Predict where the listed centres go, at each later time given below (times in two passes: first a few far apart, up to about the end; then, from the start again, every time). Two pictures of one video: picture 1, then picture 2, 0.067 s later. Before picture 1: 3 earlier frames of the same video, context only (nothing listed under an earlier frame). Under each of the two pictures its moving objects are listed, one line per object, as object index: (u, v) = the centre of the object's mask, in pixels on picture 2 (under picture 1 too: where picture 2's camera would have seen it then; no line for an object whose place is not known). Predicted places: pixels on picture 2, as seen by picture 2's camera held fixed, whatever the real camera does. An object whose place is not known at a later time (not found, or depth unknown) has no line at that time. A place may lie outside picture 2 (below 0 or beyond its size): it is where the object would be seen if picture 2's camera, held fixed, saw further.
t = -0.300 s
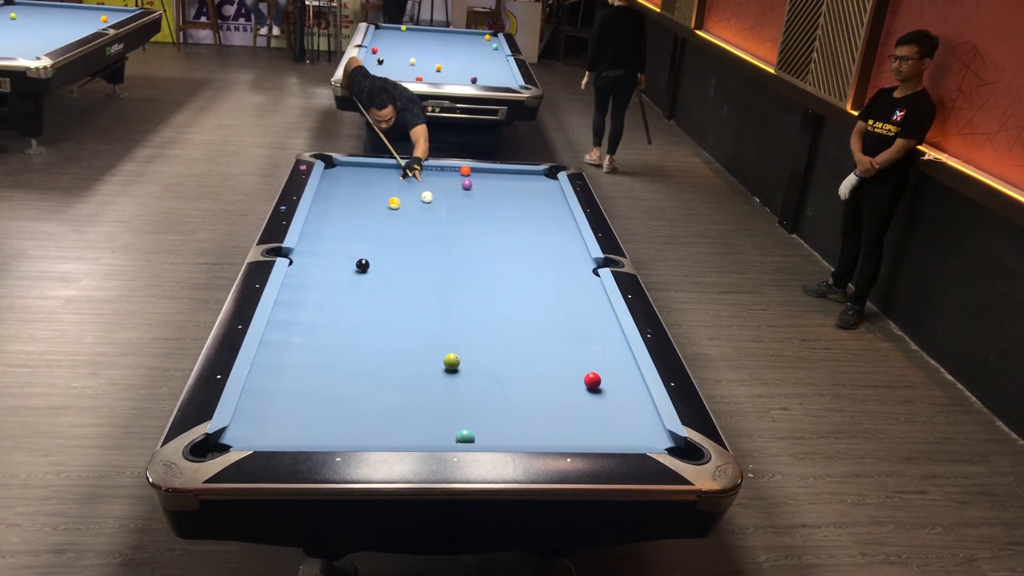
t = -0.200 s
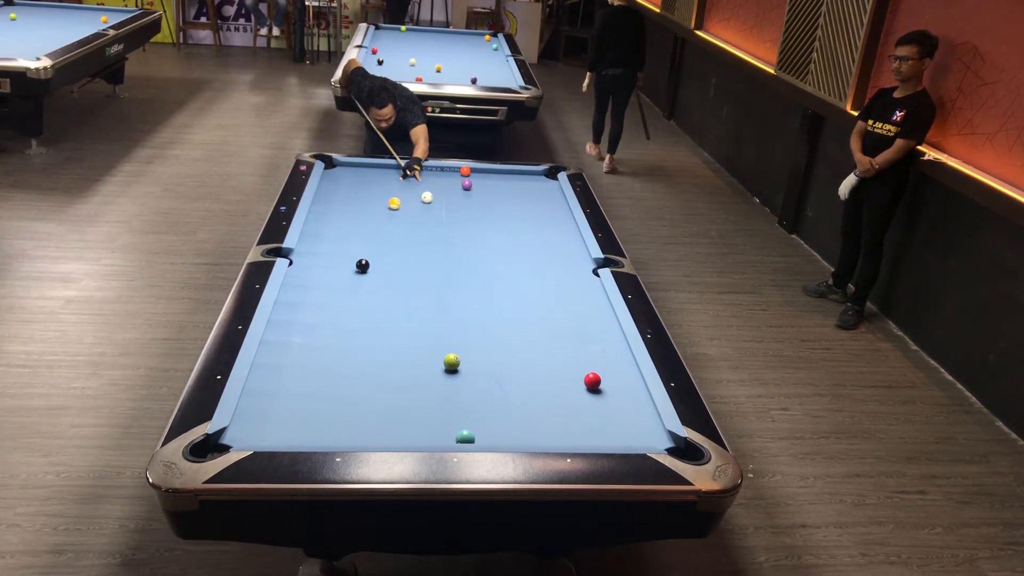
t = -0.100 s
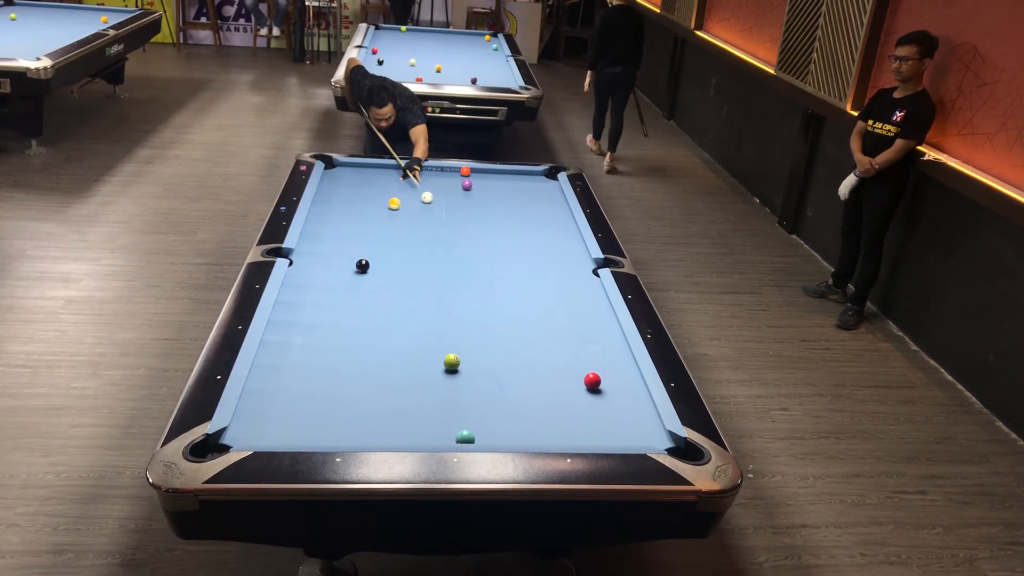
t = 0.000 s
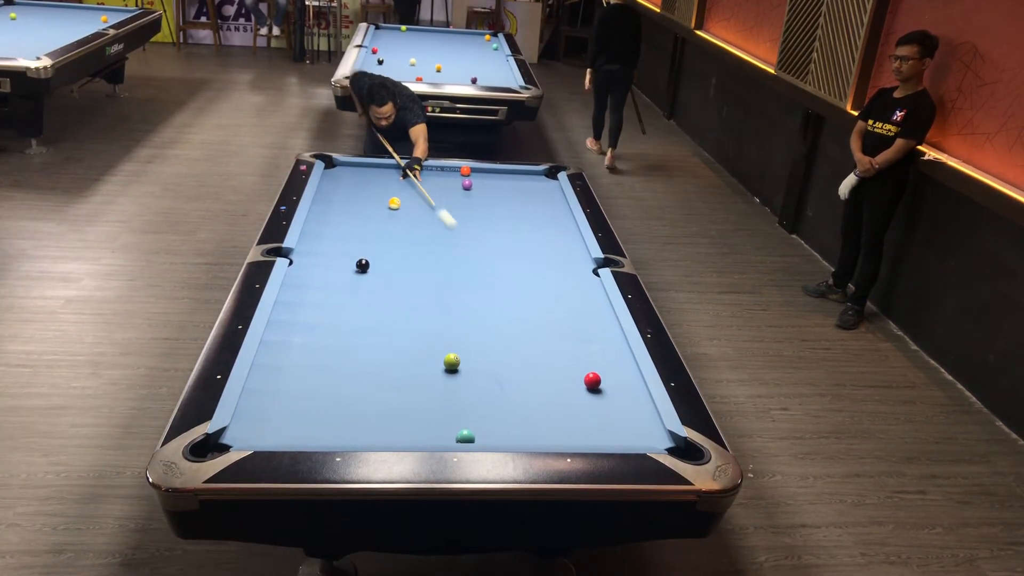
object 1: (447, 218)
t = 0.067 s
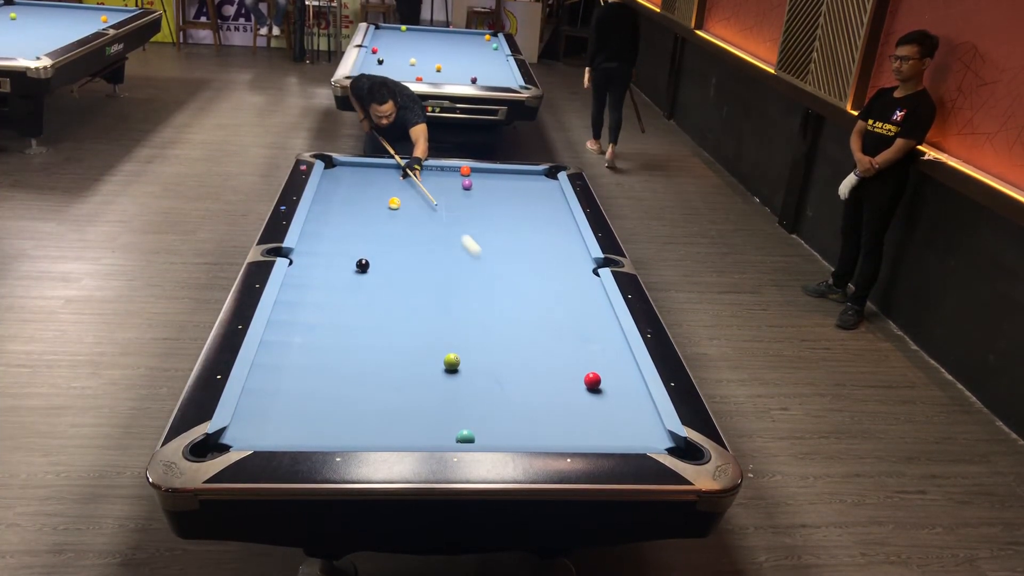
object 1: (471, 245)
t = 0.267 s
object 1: (561, 347)
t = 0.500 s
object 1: (571, 387)
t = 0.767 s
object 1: (578, 433)
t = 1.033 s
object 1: (558, 415)
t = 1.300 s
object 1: (537, 390)
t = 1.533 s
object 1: (521, 370)
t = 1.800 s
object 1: (504, 349)
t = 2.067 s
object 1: (490, 332)
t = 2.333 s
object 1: (476, 316)
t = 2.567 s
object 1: (465, 304)
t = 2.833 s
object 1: (454, 292)
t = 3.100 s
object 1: (444, 281)
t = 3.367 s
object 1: (435, 272)
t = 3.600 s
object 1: (427, 264)
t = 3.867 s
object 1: (420, 256)
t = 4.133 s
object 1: (413, 249)
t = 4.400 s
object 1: (407, 243)
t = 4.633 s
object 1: (401, 238)
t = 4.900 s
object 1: (395, 233)
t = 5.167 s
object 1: (390, 228)
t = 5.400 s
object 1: (385, 225)
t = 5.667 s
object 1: (381, 222)
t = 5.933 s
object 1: (377, 219)
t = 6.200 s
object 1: (374, 217)
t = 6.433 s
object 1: (372, 216)
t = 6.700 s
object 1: (370, 214)
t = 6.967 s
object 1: (368, 214)
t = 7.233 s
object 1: (367, 213)
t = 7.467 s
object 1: (367, 213)
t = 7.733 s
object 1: (367, 213)
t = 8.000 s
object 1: (367, 213)
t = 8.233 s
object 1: (367, 213)
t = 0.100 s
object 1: (484, 260)
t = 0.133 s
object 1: (498, 275)
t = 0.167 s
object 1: (512, 292)
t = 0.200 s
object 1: (527, 309)
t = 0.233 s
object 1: (544, 327)
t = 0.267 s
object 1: (561, 347)
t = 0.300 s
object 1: (578, 366)
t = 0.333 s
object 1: (580, 374)
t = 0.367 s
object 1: (577, 376)
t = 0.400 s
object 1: (575, 378)
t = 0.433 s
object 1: (573, 381)
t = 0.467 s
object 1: (571, 384)
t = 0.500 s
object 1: (571, 387)
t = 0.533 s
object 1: (570, 391)
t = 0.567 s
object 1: (570, 396)
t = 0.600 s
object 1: (570, 401)
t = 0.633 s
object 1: (571, 407)
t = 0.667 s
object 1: (572, 413)
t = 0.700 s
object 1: (574, 420)
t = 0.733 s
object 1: (576, 427)
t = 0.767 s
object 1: (578, 433)
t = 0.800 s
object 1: (579, 437)
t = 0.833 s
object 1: (577, 436)
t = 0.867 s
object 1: (573, 434)
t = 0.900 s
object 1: (570, 429)
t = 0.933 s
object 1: (567, 426)
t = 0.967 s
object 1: (564, 422)
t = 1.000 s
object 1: (561, 419)
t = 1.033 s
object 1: (558, 415)
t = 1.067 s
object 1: (556, 412)
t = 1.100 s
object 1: (553, 408)
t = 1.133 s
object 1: (550, 405)
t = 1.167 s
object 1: (547, 402)
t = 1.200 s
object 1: (545, 399)
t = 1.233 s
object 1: (542, 396)
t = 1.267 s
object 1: (540, 393)
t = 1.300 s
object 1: (537, 390)
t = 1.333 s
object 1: (535, 387)
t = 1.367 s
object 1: (532, 384)
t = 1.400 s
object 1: (530, 381)
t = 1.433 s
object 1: (527, 378)
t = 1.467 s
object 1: (525, 375)
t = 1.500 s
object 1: (523, 372)
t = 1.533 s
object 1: (521, 370)
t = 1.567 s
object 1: (518, 367)
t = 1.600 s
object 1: (516, 364)
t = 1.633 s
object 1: (514, 362)
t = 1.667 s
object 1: (512, 359)
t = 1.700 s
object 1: (510, 357)
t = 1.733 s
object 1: (508, 354)
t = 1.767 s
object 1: (506, 352)
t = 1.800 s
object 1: (504, 349)
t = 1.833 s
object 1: (502, 347)
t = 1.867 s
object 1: (500, 345)
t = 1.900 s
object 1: (499, 343)
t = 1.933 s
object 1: (497, 340)
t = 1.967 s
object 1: (495, 338)
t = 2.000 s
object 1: (493, 336)
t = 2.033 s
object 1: (491, 334)
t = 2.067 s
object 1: (490, 332)
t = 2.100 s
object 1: (488, 330)
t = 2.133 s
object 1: (486, 328)
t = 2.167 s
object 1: (484, 326)
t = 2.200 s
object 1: (483, 324)
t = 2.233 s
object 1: (481, 322)
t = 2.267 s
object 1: (479, 320)
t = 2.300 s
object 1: (478, 318)
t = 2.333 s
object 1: (476, 316)
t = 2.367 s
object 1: (475, 315)
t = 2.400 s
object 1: (473, 313)
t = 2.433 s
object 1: (471, 311)
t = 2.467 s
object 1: (470, 309)
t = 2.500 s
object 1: (468, 308)
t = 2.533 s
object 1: (467, 306)
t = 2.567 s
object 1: (465, 304)
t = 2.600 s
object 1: (464, 303)
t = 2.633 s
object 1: (462, 301)
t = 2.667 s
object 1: (461, 300)
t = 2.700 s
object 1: (460, 298)
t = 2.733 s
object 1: (458, 297)
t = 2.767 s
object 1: (457, 295)
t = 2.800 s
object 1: (455, 294)
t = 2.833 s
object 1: (454, 292)
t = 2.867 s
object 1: (453, 291)
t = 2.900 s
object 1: (451, 289)
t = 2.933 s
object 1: (450, 288)
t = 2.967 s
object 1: (449, 287)
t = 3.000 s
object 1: (448, 285)
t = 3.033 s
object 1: (446, 284)
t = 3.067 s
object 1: (445, 283)
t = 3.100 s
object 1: (444, 281)
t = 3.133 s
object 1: (443, 280)
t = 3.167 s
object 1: (442, 279)
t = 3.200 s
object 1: (440, 278)
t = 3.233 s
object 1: (439, 276)
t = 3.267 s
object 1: (438, 275)
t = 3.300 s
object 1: (437, 274)
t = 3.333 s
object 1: (436, 273)
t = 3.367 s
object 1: (435, 272)
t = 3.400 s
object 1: (434, 270)
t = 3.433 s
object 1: (433, 269)
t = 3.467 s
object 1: (432, 268)
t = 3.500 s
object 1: (431, 267)
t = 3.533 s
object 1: (429, 266)
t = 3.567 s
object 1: (429, 265)
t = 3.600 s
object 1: (427, 264)
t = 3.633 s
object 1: (426, 263)
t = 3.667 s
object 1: (425, 262)
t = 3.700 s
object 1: (425, 261)
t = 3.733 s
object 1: (424, 260)
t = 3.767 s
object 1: (423, 259)
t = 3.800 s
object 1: (422, 258)
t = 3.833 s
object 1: (421, 257)
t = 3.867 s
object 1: (420, 256)
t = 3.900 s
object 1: (419, 255)
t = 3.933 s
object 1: (418, 254)
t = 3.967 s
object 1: (417, 253)
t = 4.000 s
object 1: (416, 252)
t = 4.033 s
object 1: (416, 252)
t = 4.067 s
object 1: (415, 251)
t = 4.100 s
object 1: (414, 250)
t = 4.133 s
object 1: (413, 249)
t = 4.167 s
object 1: (412, 248)
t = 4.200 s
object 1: (411, 247)
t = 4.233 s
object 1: (411, 247)
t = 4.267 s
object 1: (410, 246)
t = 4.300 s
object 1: (409, 245)
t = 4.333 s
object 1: (408, 244)
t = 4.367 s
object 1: (407, 243)
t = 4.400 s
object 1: (407, 243)
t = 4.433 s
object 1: (406, 242)
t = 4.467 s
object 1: (405, 241)
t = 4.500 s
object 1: (404, 240)
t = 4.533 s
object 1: (403, 240)
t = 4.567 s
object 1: (403, 239)
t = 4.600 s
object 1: (402, 238)
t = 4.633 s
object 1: (401, 238)
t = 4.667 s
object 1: (400, 237)
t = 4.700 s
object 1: (400, 236)
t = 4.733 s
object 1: (399, 236)
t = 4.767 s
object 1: (398, 235)
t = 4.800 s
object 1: (397, 235)
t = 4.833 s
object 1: (396, 234)
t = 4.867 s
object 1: (396, 233)
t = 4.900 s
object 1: (395, 233)
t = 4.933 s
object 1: (394, 232)
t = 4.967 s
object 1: (394, 232)
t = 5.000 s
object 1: (393, 231)
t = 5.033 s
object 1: (392, 230)
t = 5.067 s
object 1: (392, 230)
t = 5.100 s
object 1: (391, 230)
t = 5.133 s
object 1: (390, 229)
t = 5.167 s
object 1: (390, 228)
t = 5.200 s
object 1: (389, 228)
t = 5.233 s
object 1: (388, 228)
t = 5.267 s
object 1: (388, 227)
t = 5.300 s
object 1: (387, 227)
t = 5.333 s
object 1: (386, 226)
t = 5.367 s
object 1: (386, 226)
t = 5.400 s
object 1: (385, 225)
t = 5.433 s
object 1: (385, 225)
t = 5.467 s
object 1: (384, 224)
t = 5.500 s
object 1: (384, 224)
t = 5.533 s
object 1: (383, 224)
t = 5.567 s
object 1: (382, 223)
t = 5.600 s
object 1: (382, 223)
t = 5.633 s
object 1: (382, 222)
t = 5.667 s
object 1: (381, 222)
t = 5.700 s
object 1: (380, 222)
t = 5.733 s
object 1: (380, 221)
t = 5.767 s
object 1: (379, 221)
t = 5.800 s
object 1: (379, 220)
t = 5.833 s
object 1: (379, 220)
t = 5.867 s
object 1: (378, 220)
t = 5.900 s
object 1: (378, 219)
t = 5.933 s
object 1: (377, 219)
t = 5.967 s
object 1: (377, 219)
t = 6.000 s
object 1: (376, 218)
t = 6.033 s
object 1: (376, 218)
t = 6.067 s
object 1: (376, 218)
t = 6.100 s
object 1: (375, 218)
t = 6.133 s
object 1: (375, 217)
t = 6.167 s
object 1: (374, 217)
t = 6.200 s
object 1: (374, 217)
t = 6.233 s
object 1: (374, 217)
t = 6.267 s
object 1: (373, 217)
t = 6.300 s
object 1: (373, 216)
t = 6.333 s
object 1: (373, 216)
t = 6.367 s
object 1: (372, 216)
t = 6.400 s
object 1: (372, 216)
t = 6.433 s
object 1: (372, 216)
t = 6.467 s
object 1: (372, 215)
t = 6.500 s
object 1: (371, 215)
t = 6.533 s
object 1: (371, 215)
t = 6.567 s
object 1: (371, 215)
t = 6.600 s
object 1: (370, 215)
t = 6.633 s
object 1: (370, 215)
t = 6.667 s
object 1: (370, 215)
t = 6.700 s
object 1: (370, 214)
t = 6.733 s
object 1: (369, 214)
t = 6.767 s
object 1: (369, 214)
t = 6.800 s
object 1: (369, 214)
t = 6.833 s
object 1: (369, 214)
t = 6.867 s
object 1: (369, 214)
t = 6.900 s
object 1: (369, 214)
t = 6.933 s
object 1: (368, 214)
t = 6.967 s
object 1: (368, 214)
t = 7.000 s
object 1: (368, 214)
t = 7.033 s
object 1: (368, 213)
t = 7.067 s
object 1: (368, 213)
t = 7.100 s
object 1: (368, 213)
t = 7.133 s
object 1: (367, 213)
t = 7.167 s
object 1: (367, 213)
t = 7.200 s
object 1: (367, 213)
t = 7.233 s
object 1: (367, 213)
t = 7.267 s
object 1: (367, 213)
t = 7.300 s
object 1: (367, 213)
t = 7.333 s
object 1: (367, 213)
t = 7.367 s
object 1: (367, 213)
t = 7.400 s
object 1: (367, 213)
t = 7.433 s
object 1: (367, 213)
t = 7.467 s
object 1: (367, 213)
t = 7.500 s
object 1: (367, 213)
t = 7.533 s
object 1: (367, 213)
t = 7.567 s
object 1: (367, 213)
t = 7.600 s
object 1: (367, 213)
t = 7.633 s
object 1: (367, 213)
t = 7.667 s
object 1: (367, 213)
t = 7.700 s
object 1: (367, 213)
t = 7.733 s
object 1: (367, 213)
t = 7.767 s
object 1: (367, 213)
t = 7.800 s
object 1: (367, 213)
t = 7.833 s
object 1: (367, 213)
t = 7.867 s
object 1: (367, 213)
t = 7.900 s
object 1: (367, 213)
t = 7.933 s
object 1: (367, 213)
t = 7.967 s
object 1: (367, 213)
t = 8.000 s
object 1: (367, 213)
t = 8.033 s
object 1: (367, 213)
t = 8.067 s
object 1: (367, 213)
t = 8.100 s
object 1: (367, 213)
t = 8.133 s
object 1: (367, 213)
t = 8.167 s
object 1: (367, 213)
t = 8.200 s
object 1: (367, 213)
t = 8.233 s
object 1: (367, 213)
